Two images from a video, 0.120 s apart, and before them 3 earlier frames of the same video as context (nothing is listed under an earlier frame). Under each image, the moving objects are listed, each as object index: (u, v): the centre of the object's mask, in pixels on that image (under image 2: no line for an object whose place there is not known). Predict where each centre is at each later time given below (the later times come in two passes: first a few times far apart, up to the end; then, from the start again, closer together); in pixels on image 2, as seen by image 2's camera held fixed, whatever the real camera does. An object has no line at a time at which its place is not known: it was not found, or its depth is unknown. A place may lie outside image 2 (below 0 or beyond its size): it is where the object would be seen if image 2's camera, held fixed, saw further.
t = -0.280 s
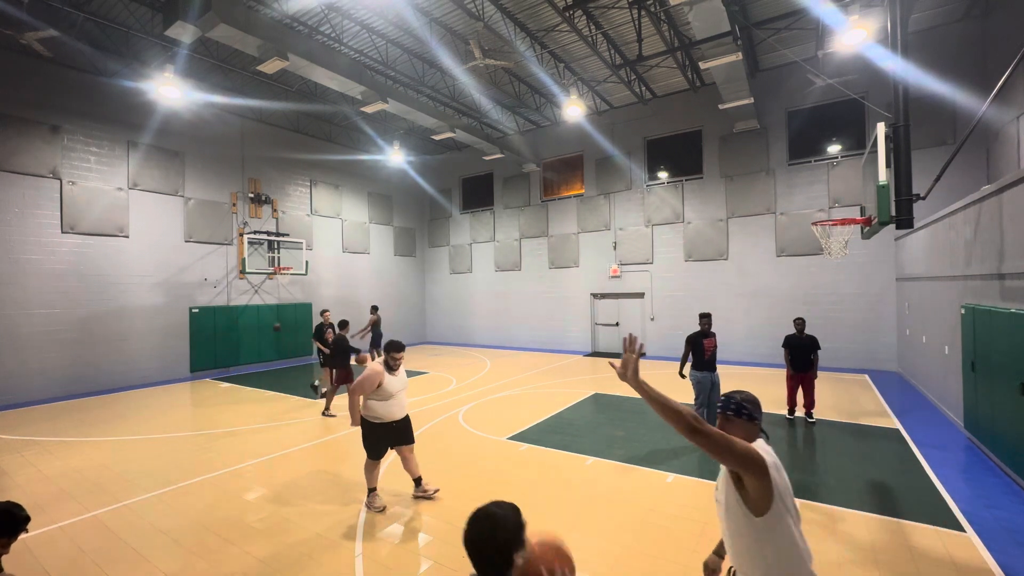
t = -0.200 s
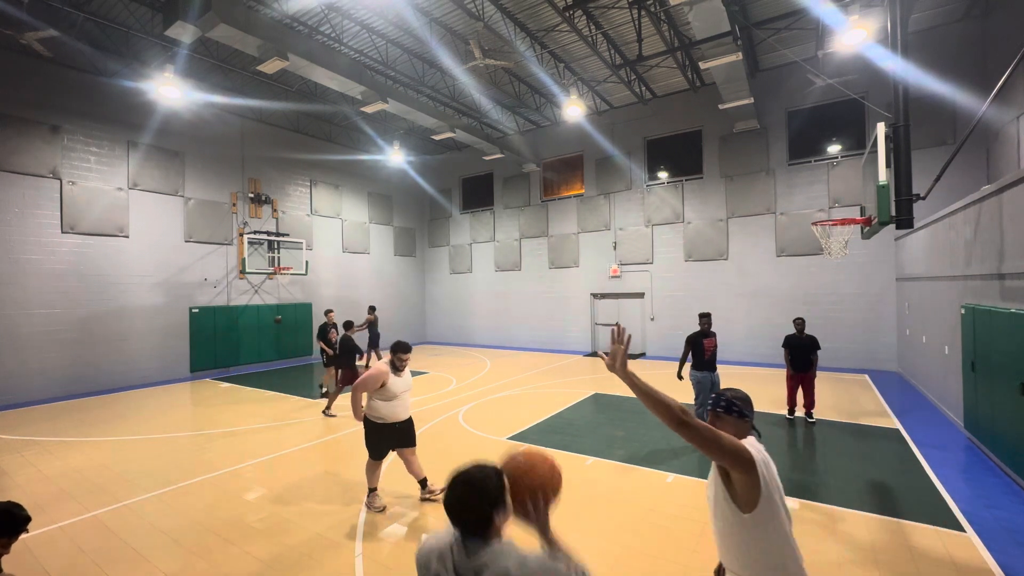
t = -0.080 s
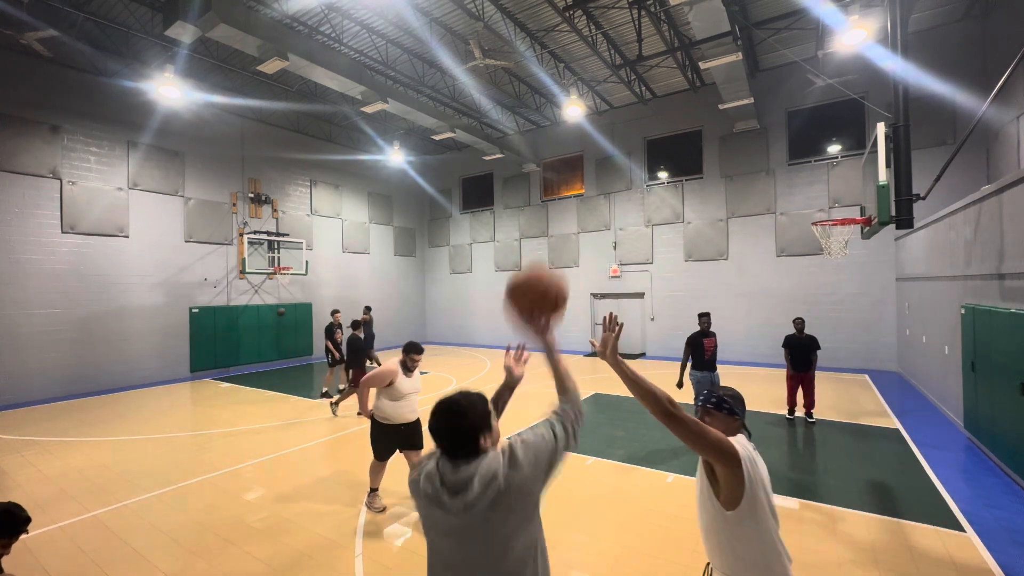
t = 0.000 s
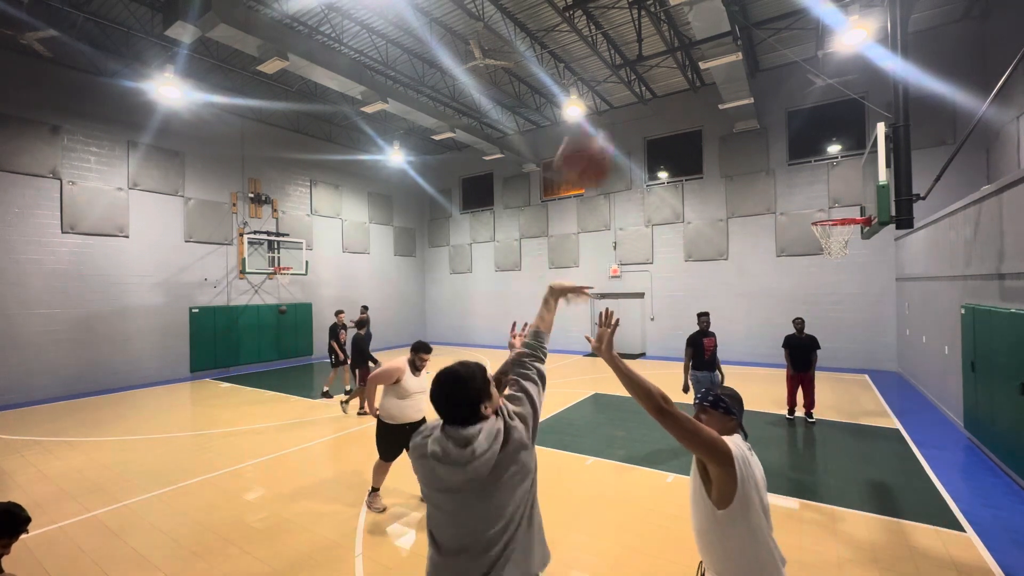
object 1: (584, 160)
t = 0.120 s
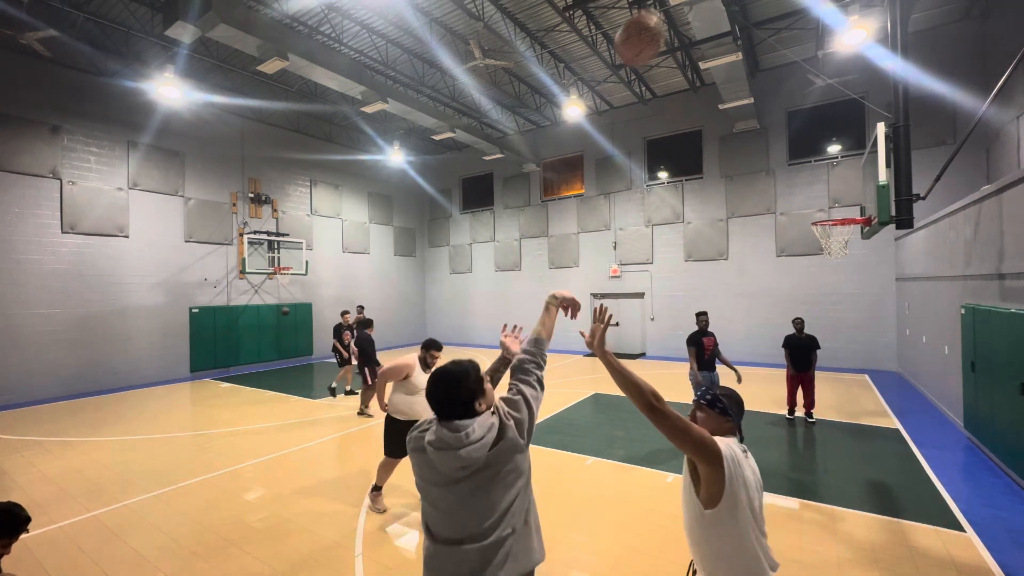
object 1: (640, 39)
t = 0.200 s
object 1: (665, 7)
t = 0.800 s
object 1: (780, 10)
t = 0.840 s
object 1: (786, 19)
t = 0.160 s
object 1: (653, 18)
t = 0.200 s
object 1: (665, 7)
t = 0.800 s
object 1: (780, 10)
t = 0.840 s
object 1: (786, 19)
